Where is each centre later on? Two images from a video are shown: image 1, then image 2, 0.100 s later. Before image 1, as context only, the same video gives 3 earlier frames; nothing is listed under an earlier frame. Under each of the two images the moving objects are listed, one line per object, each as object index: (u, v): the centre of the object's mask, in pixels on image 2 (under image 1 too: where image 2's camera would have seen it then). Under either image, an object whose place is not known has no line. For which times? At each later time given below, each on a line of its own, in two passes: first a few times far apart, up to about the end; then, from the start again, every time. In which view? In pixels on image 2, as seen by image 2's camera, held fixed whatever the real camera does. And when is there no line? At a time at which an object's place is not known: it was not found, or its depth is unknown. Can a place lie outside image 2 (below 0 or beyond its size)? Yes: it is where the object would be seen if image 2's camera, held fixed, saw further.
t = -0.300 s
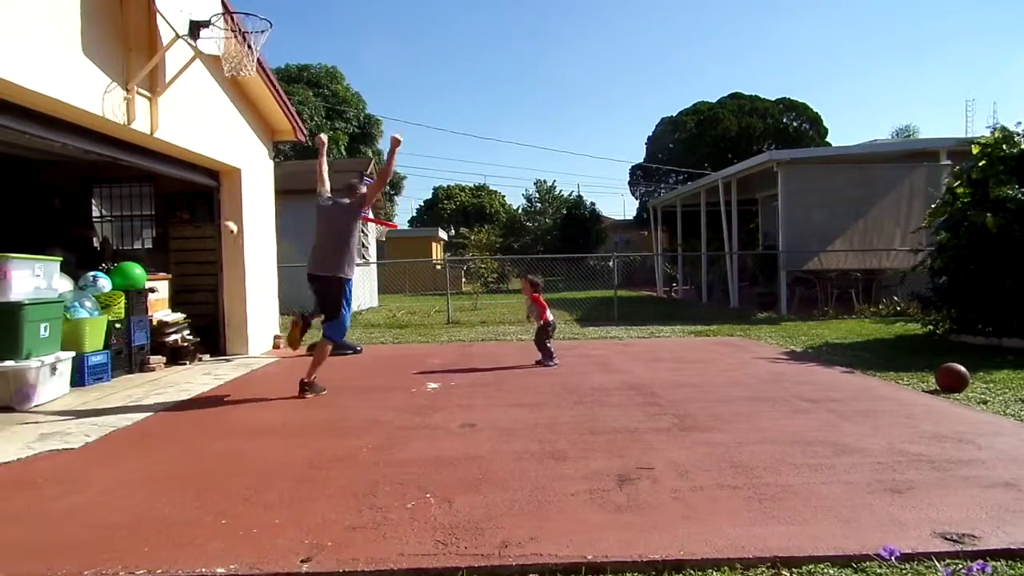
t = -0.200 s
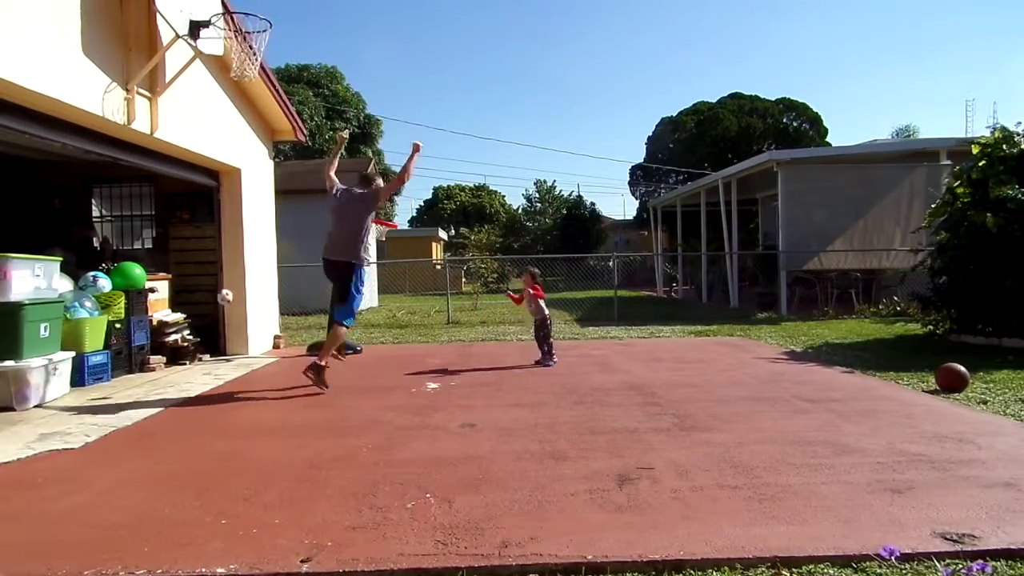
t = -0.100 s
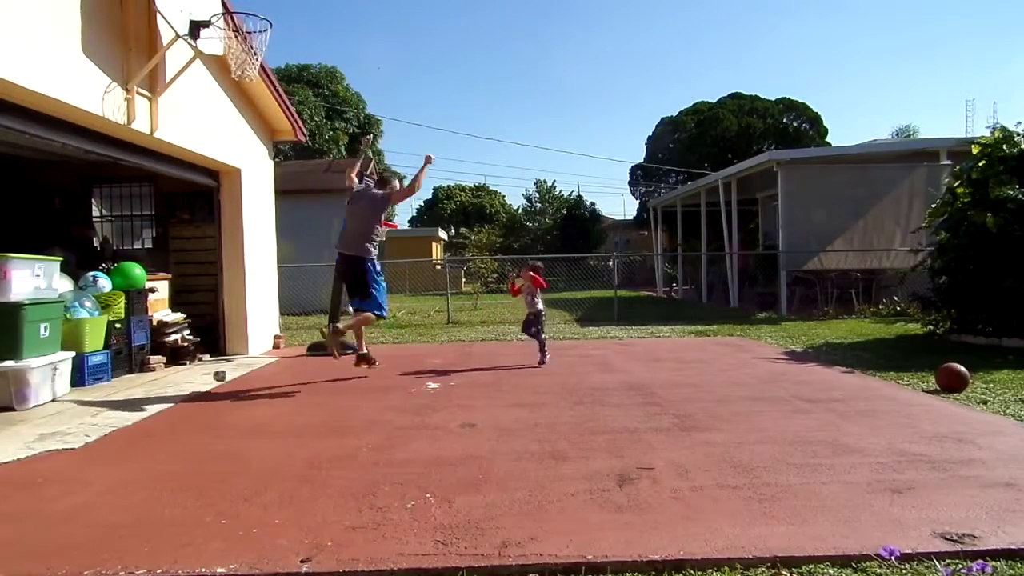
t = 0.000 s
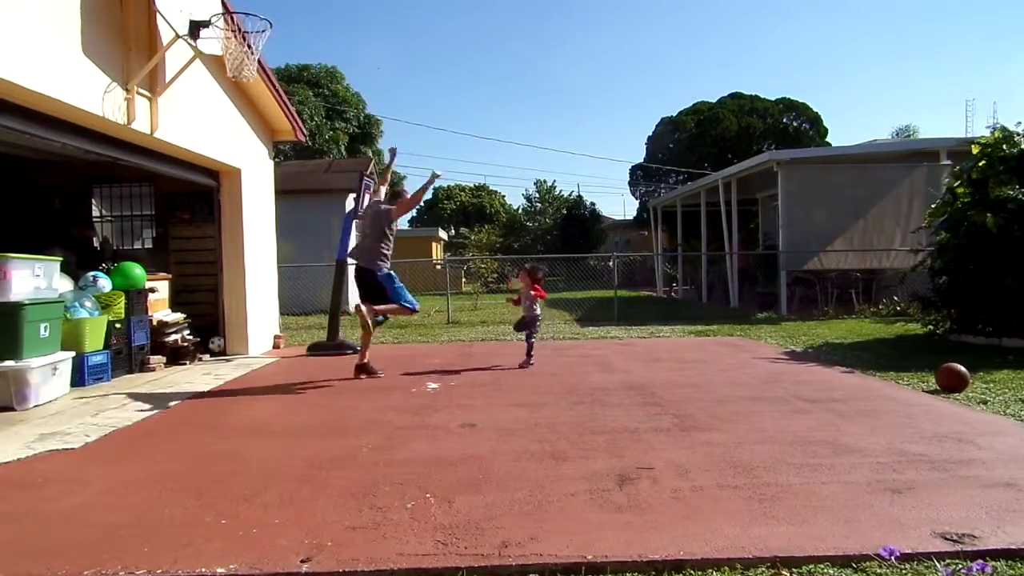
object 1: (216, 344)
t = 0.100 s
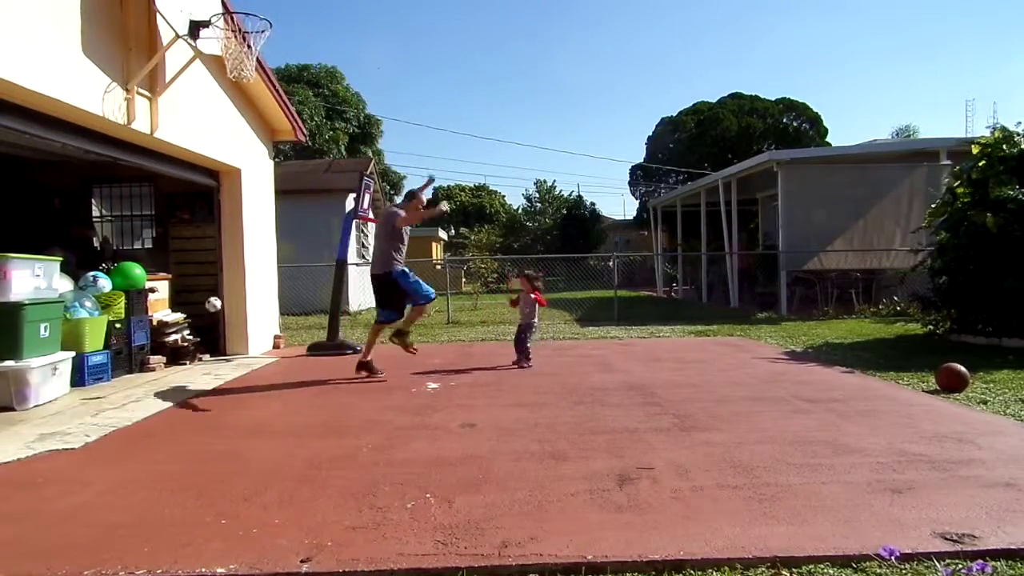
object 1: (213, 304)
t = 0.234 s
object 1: (209, 270)
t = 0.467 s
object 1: (204, 258)
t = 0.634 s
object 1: (201, 289)
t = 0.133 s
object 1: (212, 294)
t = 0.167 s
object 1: (211, 284)
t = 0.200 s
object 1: (210, 276)
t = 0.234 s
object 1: (209, 270)
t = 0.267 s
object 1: (209, 263)
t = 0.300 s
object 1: (207, 259)
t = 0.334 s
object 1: (206, 257)
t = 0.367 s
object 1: (206, 255)
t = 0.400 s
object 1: (205, 255)
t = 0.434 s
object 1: (204, 256)
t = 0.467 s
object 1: (204, 258)
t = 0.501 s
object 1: (202, 261)
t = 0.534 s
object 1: (202, 266)
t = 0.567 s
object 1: (202, 273)
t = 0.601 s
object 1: (201, 280)
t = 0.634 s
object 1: (201, 289)
